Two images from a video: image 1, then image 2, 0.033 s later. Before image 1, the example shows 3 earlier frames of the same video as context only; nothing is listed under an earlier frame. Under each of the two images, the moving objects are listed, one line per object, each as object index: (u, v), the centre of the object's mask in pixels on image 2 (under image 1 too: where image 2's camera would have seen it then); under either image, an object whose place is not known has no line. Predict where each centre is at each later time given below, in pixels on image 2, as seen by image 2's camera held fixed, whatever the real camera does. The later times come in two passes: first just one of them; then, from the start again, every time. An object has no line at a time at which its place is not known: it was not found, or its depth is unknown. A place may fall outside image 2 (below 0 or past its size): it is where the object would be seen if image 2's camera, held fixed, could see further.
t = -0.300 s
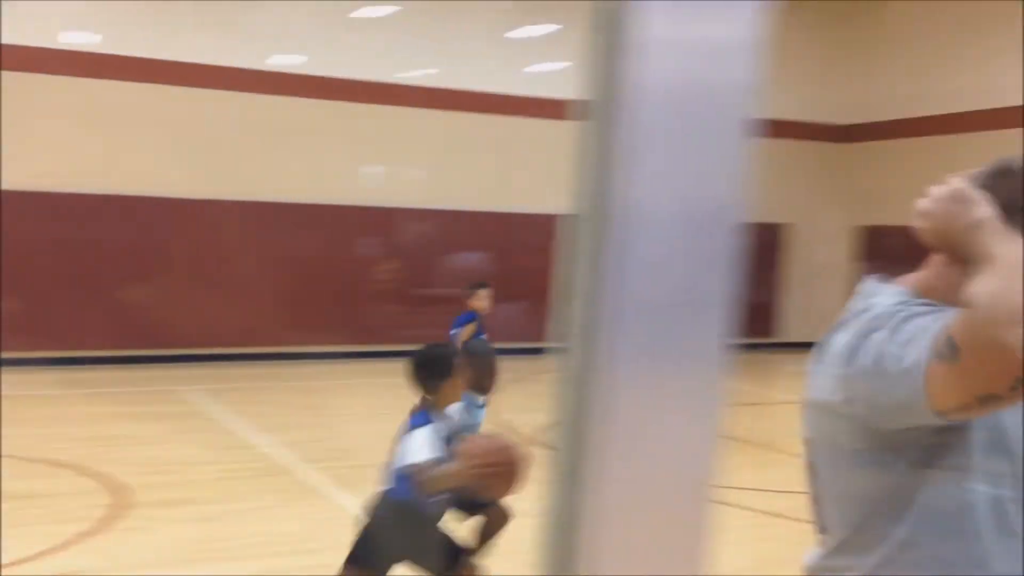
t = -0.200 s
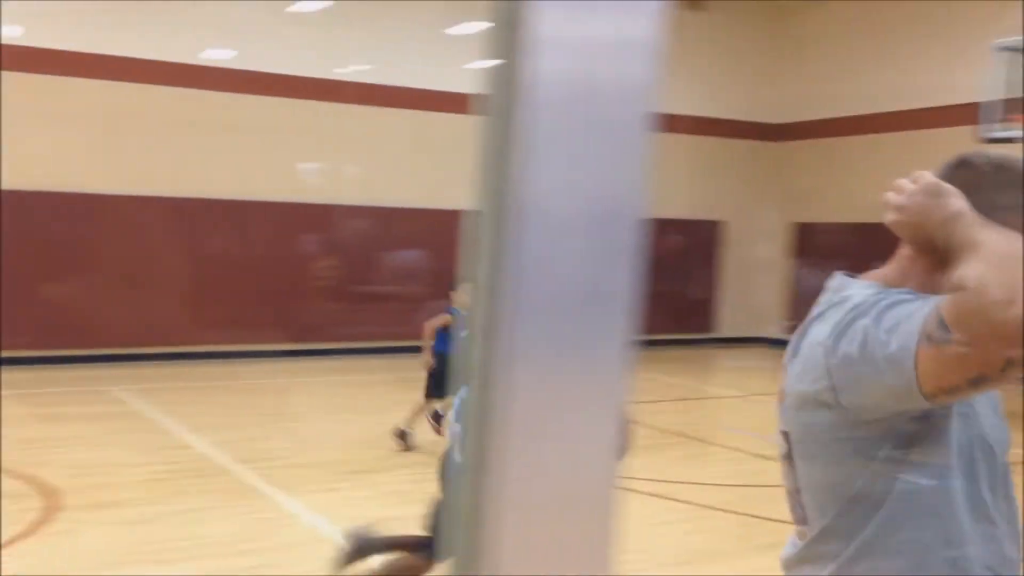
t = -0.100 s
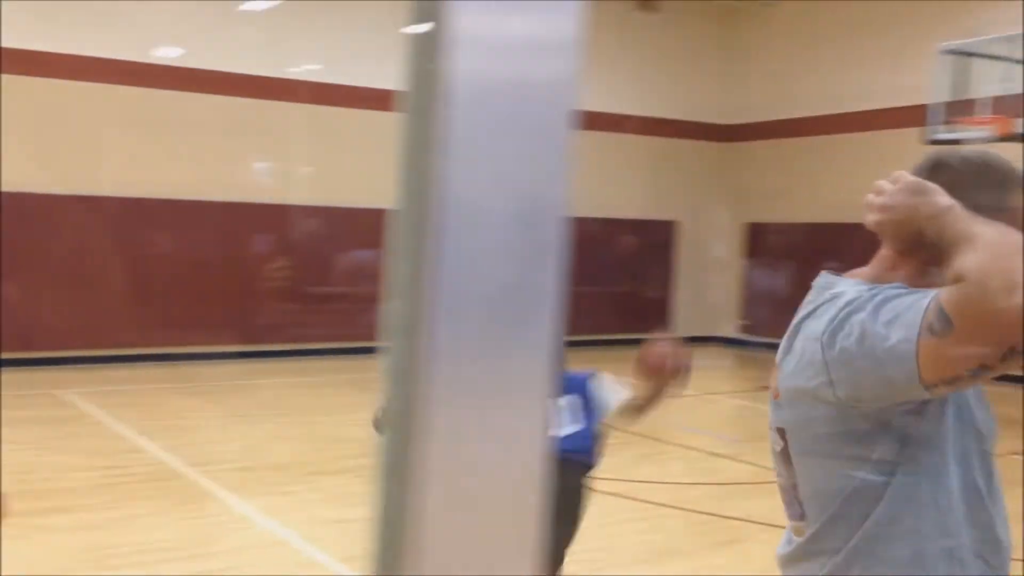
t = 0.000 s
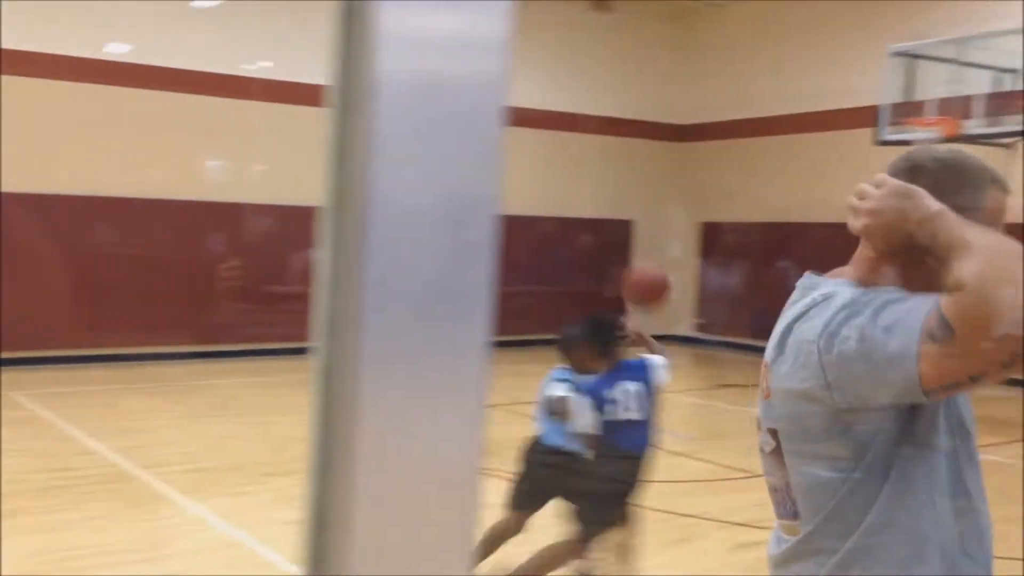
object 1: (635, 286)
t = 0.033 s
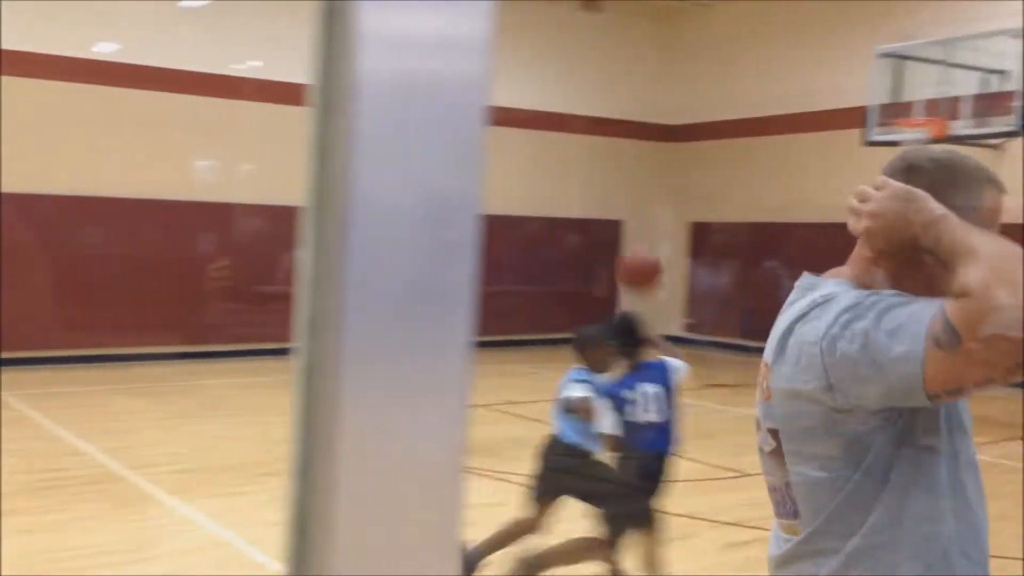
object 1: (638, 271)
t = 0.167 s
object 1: (645, 232)
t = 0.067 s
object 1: (641, 258)
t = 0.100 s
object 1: (643, 245)
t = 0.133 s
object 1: (644, 238)
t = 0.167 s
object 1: (645, 232)
